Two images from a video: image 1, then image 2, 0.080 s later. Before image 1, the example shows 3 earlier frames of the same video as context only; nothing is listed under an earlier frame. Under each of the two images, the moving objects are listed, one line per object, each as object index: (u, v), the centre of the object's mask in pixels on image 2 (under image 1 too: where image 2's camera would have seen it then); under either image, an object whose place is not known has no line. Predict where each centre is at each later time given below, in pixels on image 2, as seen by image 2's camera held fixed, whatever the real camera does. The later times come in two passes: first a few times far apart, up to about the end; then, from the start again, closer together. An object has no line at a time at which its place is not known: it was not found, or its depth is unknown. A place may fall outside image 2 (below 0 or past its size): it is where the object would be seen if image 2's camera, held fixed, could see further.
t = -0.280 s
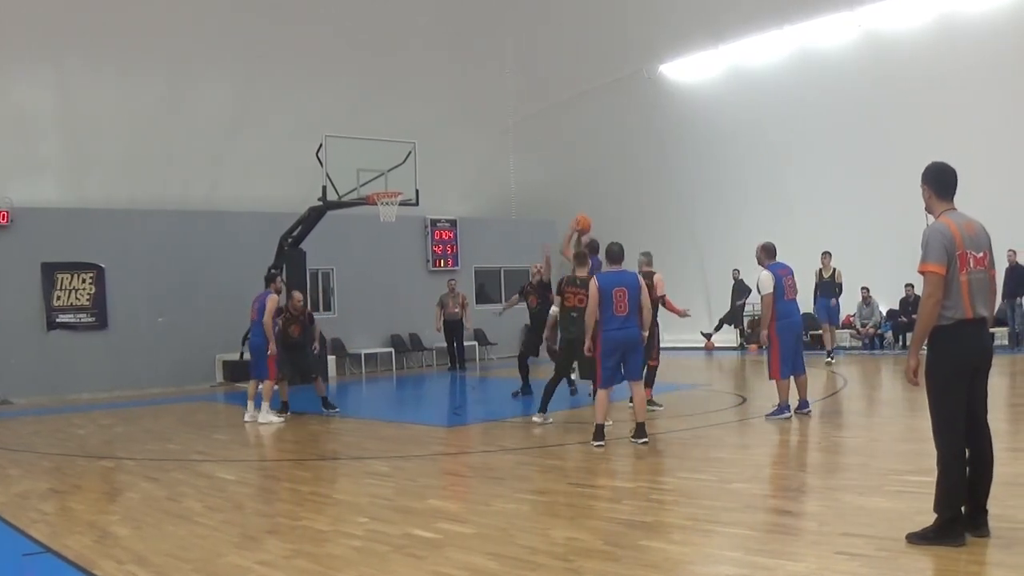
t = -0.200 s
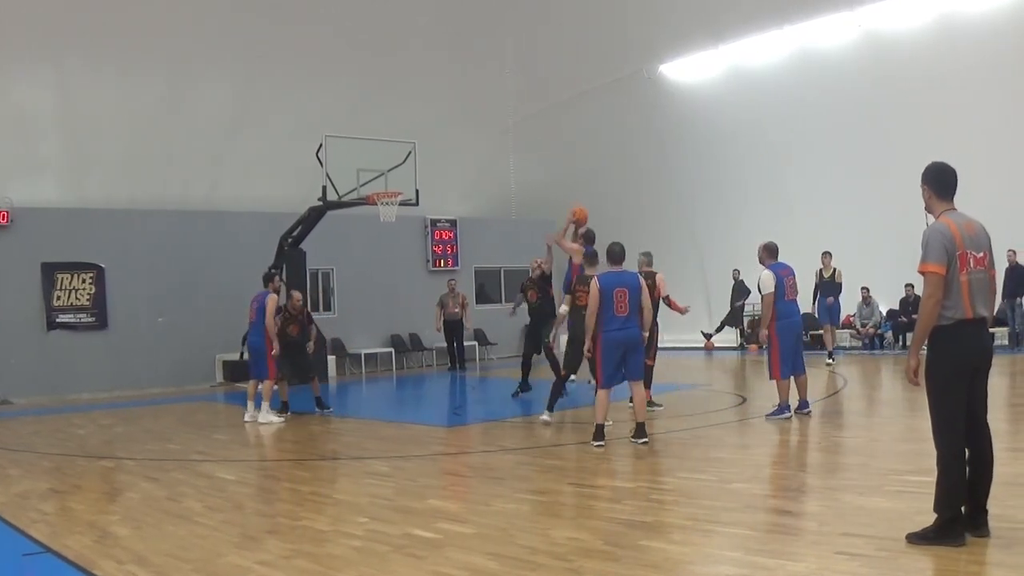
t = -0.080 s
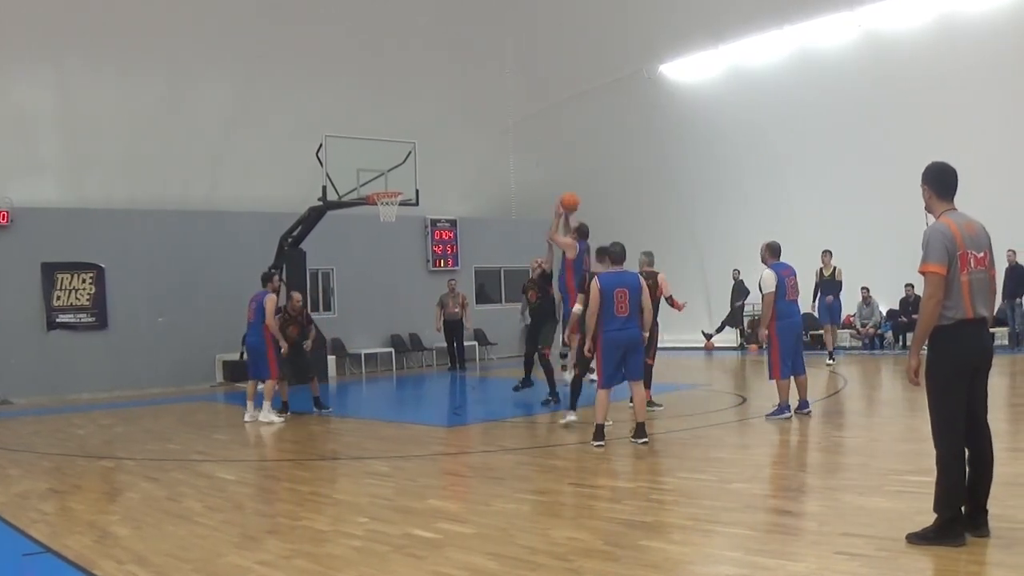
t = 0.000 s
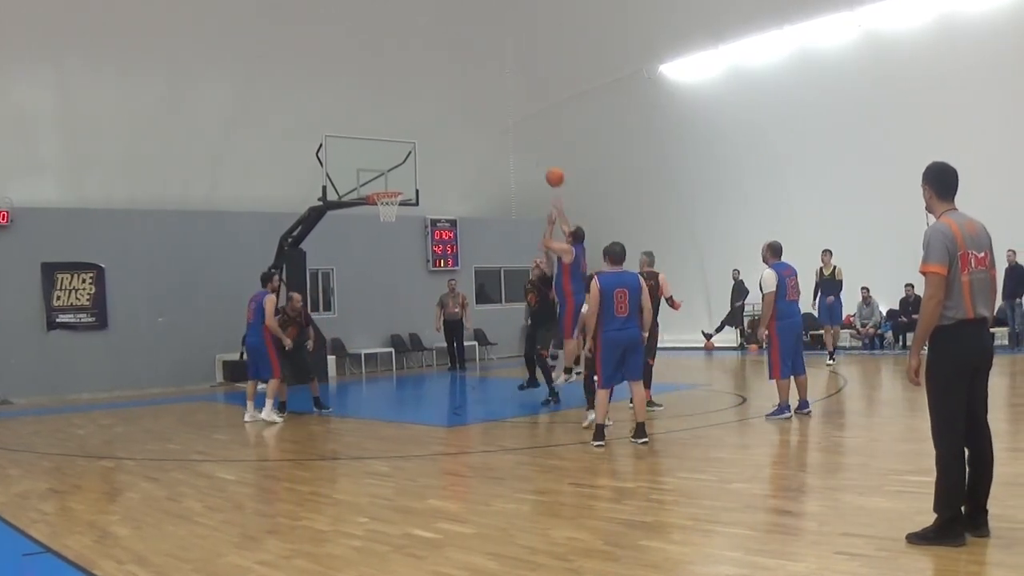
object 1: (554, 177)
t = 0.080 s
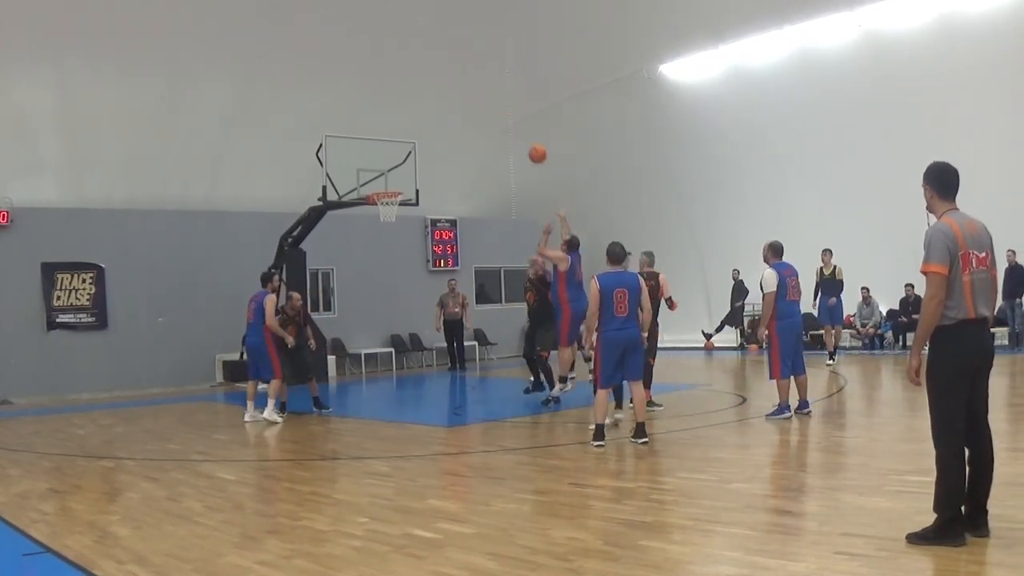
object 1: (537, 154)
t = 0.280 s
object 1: (497, 120)
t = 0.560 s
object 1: (449, 123)
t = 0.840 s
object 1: (409, 175)
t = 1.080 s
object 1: (426, 237)
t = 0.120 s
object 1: (529, 144)
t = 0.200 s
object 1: (512, 129)
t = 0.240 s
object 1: (505, 124)
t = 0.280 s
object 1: (497, 120)
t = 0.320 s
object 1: (490, 117)
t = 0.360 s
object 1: (483, 115)
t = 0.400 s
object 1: (475, 114)
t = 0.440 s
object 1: (469, 114)
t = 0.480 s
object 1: (462, 116)
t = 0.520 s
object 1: (456, 119)
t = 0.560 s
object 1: (449, 123)
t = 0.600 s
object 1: (443, 127)
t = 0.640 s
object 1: (437, 132)
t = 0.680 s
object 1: (432, 139)
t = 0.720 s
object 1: (426, 146)
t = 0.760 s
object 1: (420, 155)
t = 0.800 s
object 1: (414, 164)
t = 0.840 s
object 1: (409, 175)
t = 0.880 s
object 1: (404, 186)
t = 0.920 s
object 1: (404, 195)
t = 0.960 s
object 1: (409, 204)
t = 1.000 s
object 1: (415, 214)
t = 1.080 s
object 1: (426, 237)
